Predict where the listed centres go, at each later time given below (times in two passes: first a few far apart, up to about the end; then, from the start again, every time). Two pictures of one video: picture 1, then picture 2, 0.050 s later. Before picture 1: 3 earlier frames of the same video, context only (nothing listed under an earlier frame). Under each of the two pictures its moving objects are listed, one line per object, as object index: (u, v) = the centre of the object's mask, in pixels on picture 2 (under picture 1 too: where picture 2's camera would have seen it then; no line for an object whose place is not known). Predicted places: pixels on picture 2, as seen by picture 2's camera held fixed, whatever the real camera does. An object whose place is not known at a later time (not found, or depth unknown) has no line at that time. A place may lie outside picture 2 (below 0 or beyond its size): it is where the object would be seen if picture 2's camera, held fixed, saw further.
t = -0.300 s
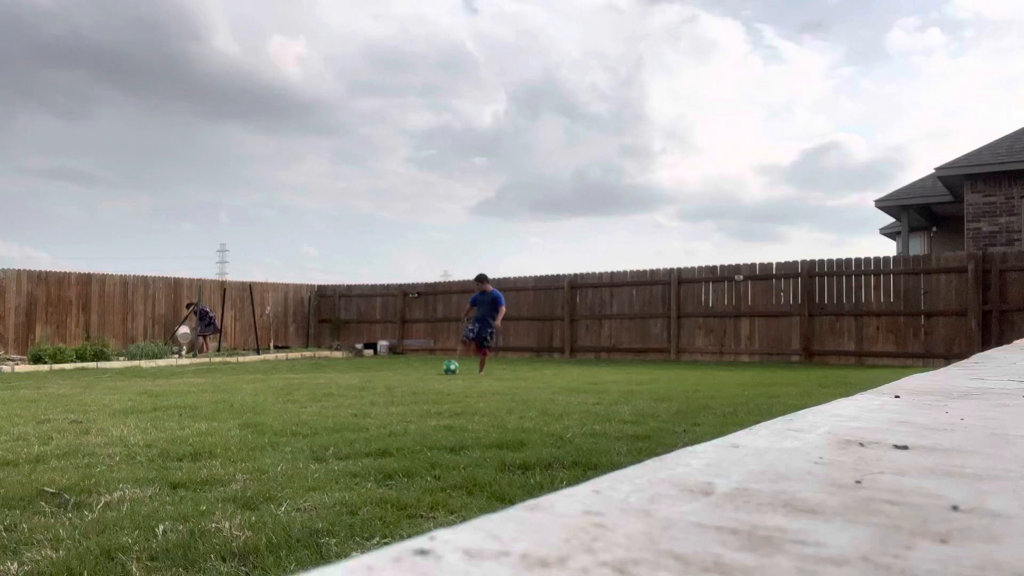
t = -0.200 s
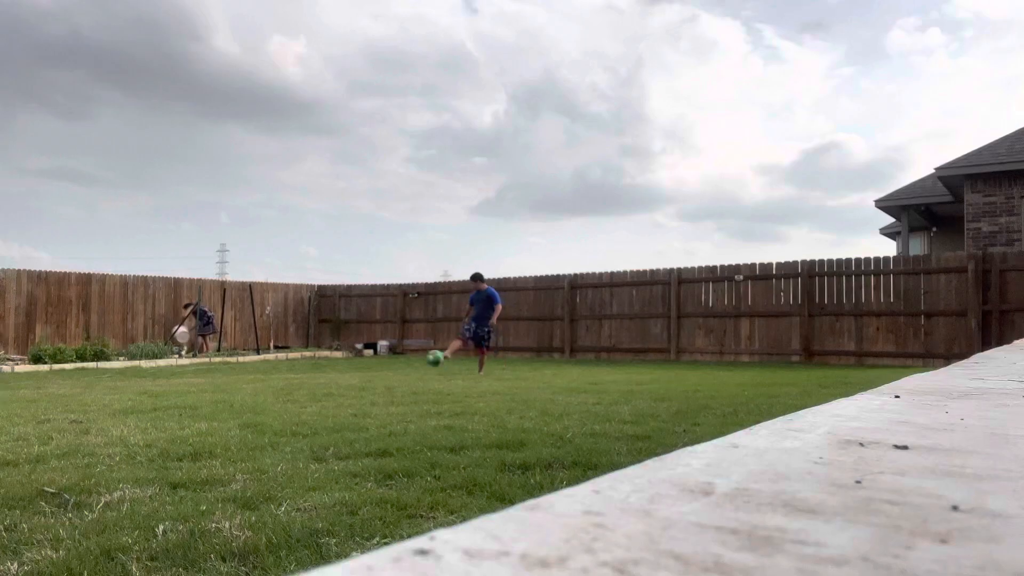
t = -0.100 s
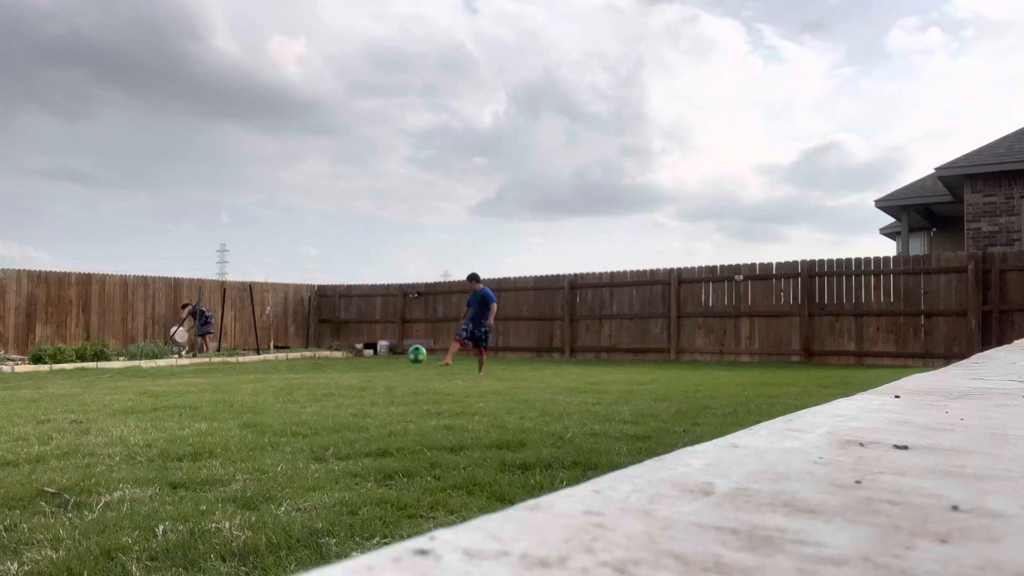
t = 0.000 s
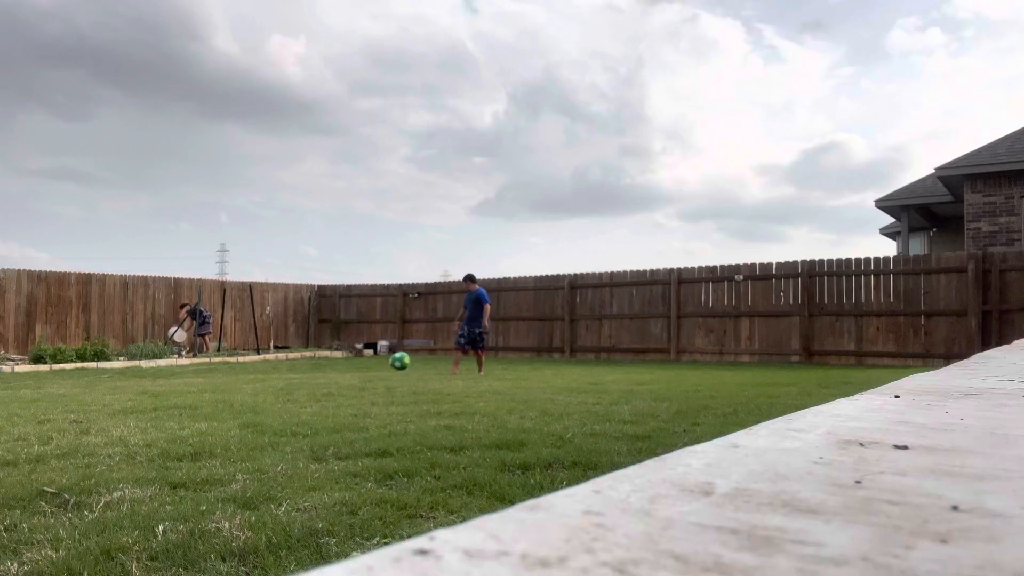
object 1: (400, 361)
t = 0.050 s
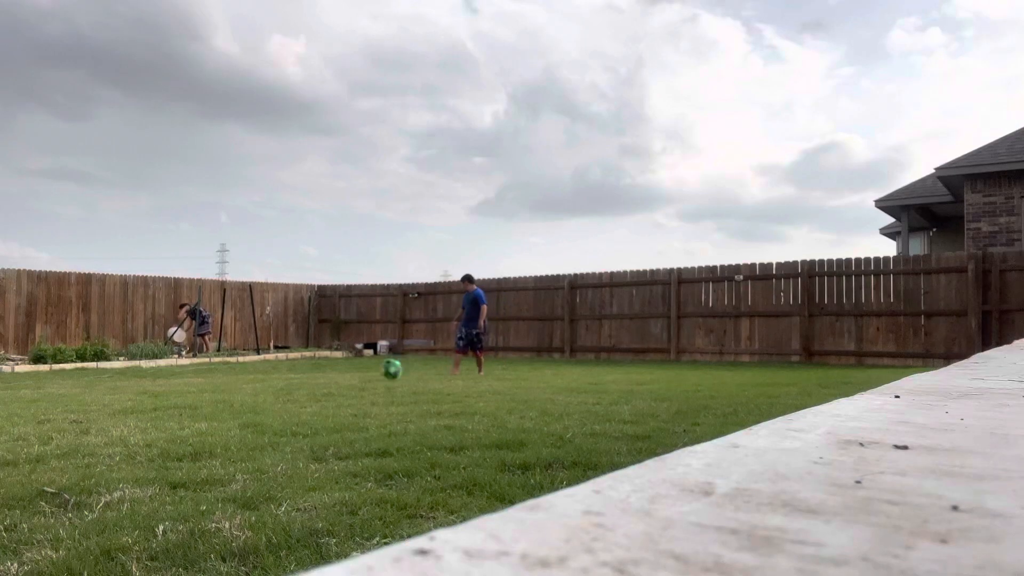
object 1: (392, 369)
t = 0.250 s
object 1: (370, 364)
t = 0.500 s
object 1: (345, 375)
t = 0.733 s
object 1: (320, 380)
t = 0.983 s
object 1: (290, 382)
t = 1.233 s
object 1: (258, 387)
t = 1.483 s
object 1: (228, 389)
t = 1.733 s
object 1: (203, 392)
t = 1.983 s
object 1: (182, 396)
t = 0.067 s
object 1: (390, 372)
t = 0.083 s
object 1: (386, 374)
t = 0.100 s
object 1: (384, 375)
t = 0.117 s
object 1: (383, 374)
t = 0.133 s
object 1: (382, 372)
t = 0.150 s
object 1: (380, 370)
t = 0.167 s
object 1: (378, 368)
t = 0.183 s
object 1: (377, 367)
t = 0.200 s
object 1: (374, 366)
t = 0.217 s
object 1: (373, 365)
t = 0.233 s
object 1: (371, 364)
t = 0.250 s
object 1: (370, 364)
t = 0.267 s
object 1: (368, 364)
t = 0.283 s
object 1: (366, 364)
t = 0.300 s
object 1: (365, 364)
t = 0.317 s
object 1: (363, 366)
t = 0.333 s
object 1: (362, 367)
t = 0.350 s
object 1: (360, 369)
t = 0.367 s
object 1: (358, 371)
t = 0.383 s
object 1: (357, 374)
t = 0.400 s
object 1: (355, 375)
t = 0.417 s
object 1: (353, 377)
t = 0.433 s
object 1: (352, 377)
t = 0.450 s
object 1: (350, 377)
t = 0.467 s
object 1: (348, 377)
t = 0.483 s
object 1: (347, 375)
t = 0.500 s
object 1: (345, 375)
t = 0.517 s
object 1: (343, 375)
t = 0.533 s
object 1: (341, 375)
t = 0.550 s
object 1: (339, 375)
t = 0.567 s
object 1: (338, 376)
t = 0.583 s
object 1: (336, 377)
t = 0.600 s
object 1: (335, 379)
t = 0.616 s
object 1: (333, 380)
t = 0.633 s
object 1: (331, 380)
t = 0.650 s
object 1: (329, 380)
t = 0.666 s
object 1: (328, 380)
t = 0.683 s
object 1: (326, 380)
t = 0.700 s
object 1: (324, 380)
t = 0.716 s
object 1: (322, 380)
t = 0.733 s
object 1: (320, 380)
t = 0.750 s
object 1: (318, 381)
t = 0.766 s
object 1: (317, 381)
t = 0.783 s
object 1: (315, 382)
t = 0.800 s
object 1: (313, 383)
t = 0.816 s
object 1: (311, 383)
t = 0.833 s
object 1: (309, 385)
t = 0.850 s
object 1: (307, 385)
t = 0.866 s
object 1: (305, 386)
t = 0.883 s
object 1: (303, 385)
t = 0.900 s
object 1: (301, 384)
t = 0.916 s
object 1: (299, 384)
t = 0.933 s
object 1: (297, 383)
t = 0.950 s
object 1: (295, 383)
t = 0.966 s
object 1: (292, 382)
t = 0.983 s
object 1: (290, 382)
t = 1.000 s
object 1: (288, 382)
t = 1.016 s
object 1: (286, 382)
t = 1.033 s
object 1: (284, 382)
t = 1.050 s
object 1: (282, 383)
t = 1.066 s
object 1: (280, 383)
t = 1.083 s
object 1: (278, 384)
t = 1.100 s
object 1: (276, 385)
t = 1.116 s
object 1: (274, 384)
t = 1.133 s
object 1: (272, 385)
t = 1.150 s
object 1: (269, 385)
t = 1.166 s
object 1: (268, 385)
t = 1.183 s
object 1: (265, 386)
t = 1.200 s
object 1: (263, 386)
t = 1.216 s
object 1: (261, 387)
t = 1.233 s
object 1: (258, 387)
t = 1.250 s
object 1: (257, 388)
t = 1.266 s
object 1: (255, 388)
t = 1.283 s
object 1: (253, 387)
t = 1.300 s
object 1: (252, 387)
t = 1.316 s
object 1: (249, 387)
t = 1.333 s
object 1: (247, 387)
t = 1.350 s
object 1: (245, 387)
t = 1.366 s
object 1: (243, 388)
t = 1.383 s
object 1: (241, 388)
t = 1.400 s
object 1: (239, 388)
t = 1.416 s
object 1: (237, 388)
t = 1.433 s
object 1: (234, 388)
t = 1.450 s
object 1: (233, 388)
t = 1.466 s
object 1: (231, 389)
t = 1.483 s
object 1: (228, 389)
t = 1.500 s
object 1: (227, 389)
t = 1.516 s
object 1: (225, 389)
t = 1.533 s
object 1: (223, 389)
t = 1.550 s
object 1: (222, 389)
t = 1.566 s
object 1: (220, 389)
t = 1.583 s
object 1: (218, 389)
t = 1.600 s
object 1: (216, 389)
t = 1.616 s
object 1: (214, 390)
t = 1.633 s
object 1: (213, 390)
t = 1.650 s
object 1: (211, 390)
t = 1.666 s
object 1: (209, 390)
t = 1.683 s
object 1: (207, 389)
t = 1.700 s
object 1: (206, 391)
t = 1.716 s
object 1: (204, 391)
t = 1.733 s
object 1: (203, 392)
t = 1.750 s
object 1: (202, 393)
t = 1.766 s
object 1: (200, 394)
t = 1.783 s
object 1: (198, 394)
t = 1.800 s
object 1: (197, 394)
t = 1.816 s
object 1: (195, 395)
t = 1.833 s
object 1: (194, 395)
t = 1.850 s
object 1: (192, 395)
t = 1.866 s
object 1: (191, 395)
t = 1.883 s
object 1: (189, 394)
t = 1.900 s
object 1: (188, 394)
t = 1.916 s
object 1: (187, 395)
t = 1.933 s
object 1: (186, 395)
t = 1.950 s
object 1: (184, 395)
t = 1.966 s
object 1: (183, 395)
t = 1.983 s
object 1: (182, 396)
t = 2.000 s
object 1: (180, 396)
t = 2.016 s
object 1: (179, 396)
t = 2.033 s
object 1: (178, 396)
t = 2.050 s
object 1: (176, 396)
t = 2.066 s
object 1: (175, 396)
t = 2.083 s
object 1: (174, 396)
